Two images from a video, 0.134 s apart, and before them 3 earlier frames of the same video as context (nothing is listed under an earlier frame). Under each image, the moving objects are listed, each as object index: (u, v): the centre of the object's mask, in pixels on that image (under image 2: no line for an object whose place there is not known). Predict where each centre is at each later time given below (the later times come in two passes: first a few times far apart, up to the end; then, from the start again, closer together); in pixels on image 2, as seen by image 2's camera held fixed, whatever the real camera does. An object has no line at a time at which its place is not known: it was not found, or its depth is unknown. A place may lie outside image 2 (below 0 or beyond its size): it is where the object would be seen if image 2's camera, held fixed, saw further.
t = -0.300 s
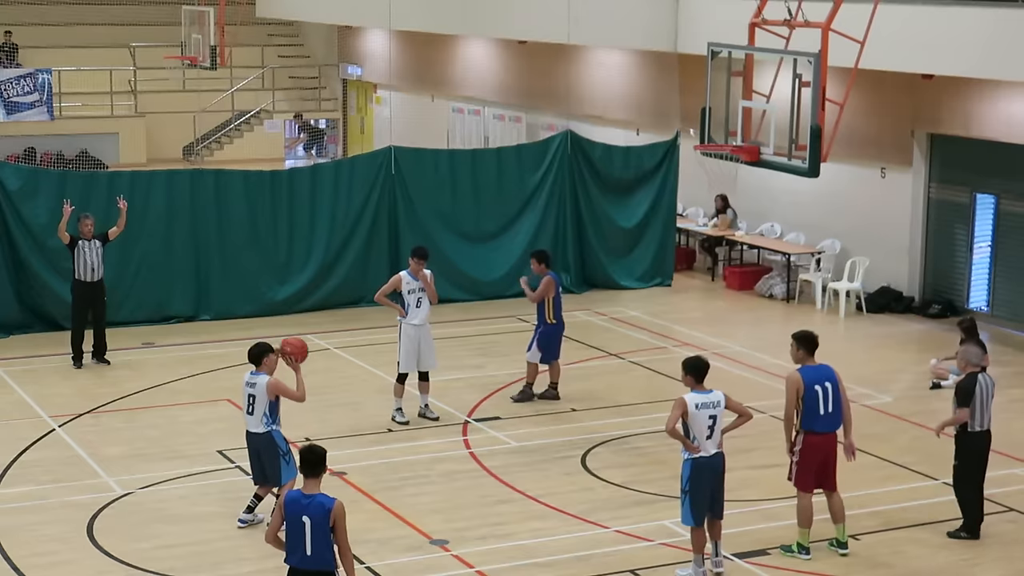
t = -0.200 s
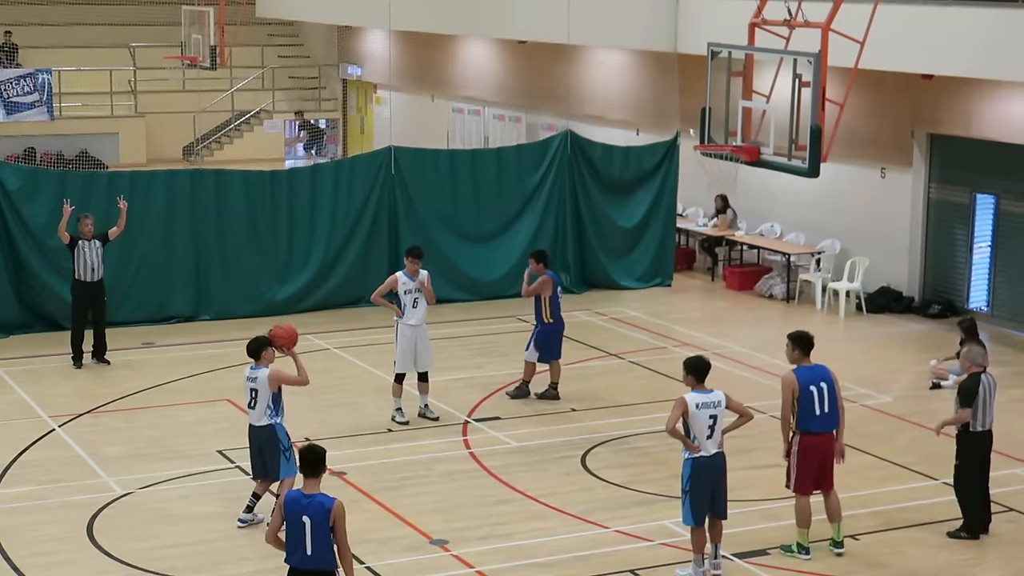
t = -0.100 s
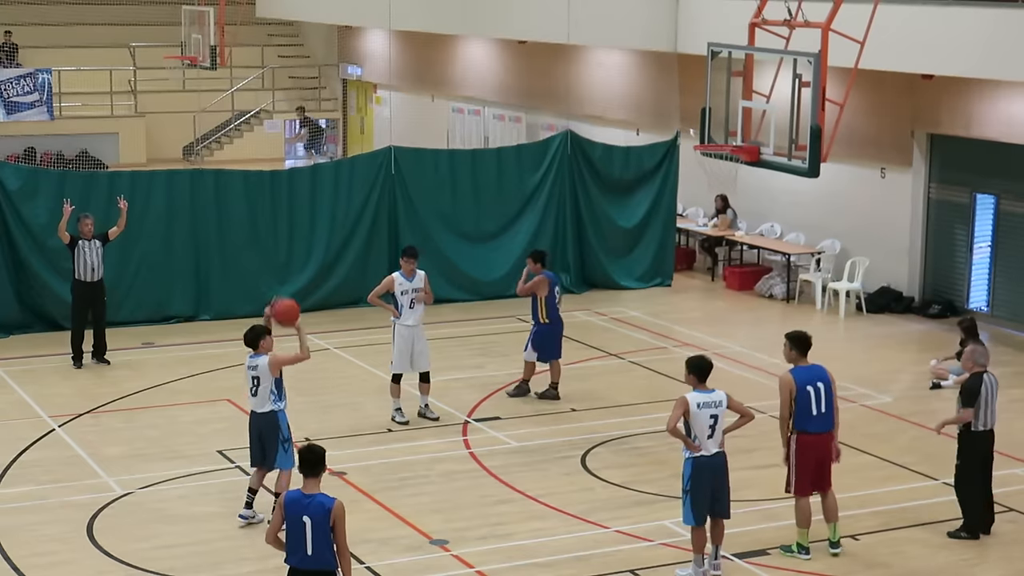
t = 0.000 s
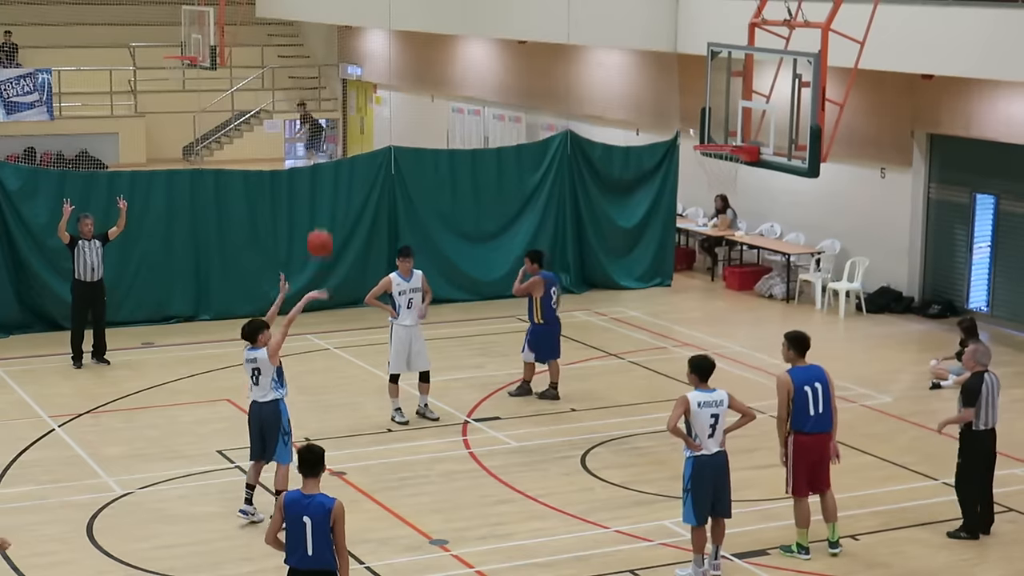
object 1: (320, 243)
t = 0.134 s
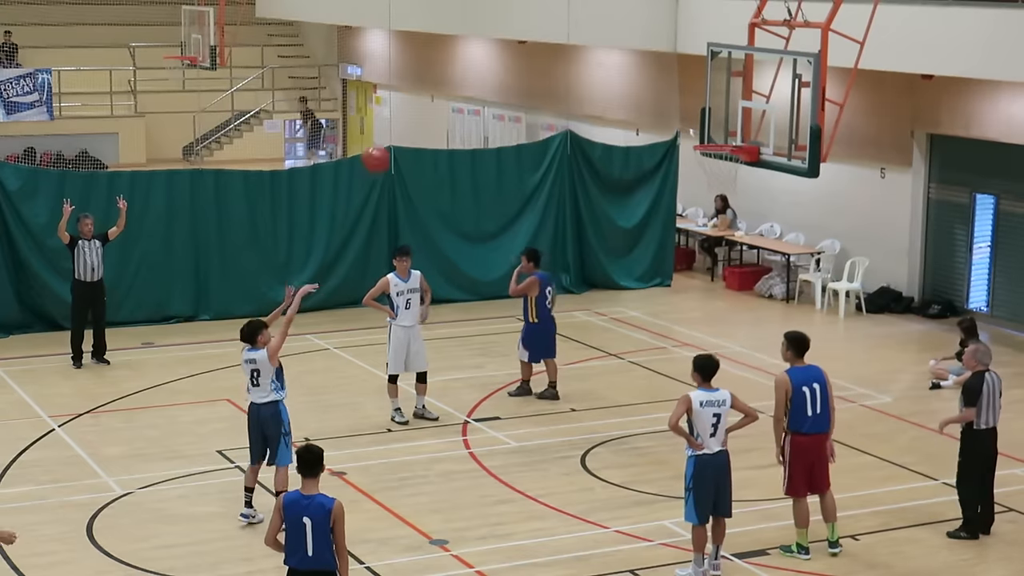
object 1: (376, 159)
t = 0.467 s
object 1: (511, 41)
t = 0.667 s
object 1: (587, 32)
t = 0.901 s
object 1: (670, 76)
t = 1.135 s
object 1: (723, 170)
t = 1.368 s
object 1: (679, 293)
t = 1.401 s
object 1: (674, 316)
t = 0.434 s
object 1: (497, 47)
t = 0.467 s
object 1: (511, 41)
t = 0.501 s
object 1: (523, 36)
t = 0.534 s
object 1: (537, 33)
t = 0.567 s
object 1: (549, 31)
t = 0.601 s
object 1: (562, 30)
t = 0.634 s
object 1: (574, 31)
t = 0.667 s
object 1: (587, 32)
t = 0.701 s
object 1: (599, 35)
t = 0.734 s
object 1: (611, 39)
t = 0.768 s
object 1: (624, 44)
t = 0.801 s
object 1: (635, 50)
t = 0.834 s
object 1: (647, 58)
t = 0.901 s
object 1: (670, 76)
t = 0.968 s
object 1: (692, 100)
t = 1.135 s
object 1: (723, 170)
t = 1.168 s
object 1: (716, 184)
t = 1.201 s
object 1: (710, 200)
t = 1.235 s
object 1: (704, 217)
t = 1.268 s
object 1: (698, 236)
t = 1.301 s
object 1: (689, 256)
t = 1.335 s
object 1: (686, 273)
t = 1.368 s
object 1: (679, 293)
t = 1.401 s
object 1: (674, 316)
